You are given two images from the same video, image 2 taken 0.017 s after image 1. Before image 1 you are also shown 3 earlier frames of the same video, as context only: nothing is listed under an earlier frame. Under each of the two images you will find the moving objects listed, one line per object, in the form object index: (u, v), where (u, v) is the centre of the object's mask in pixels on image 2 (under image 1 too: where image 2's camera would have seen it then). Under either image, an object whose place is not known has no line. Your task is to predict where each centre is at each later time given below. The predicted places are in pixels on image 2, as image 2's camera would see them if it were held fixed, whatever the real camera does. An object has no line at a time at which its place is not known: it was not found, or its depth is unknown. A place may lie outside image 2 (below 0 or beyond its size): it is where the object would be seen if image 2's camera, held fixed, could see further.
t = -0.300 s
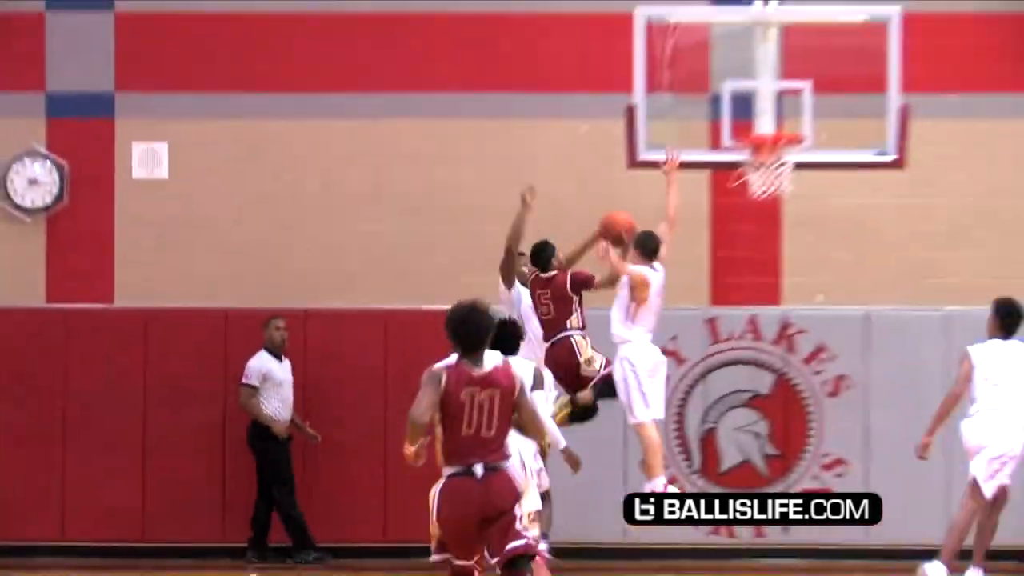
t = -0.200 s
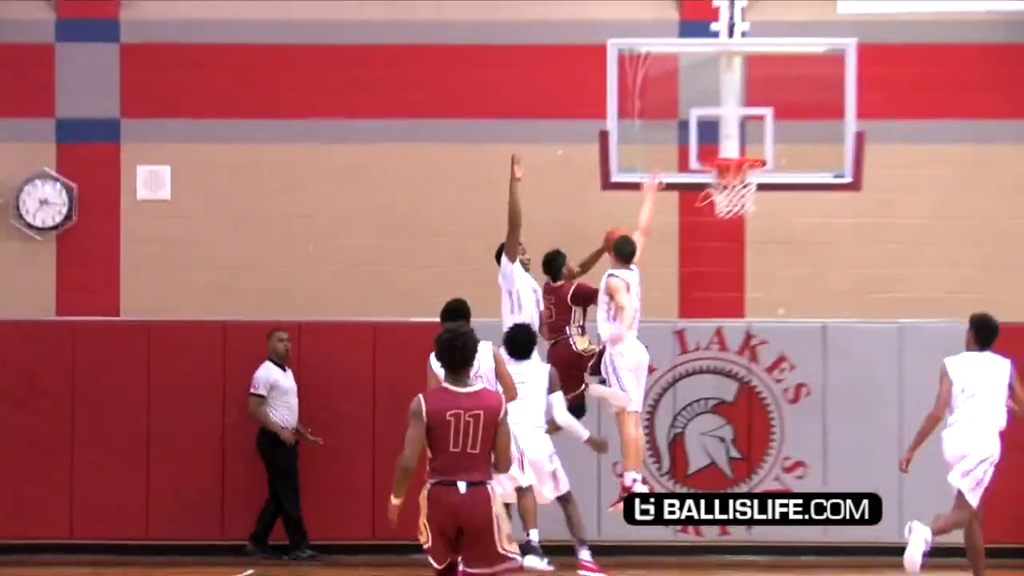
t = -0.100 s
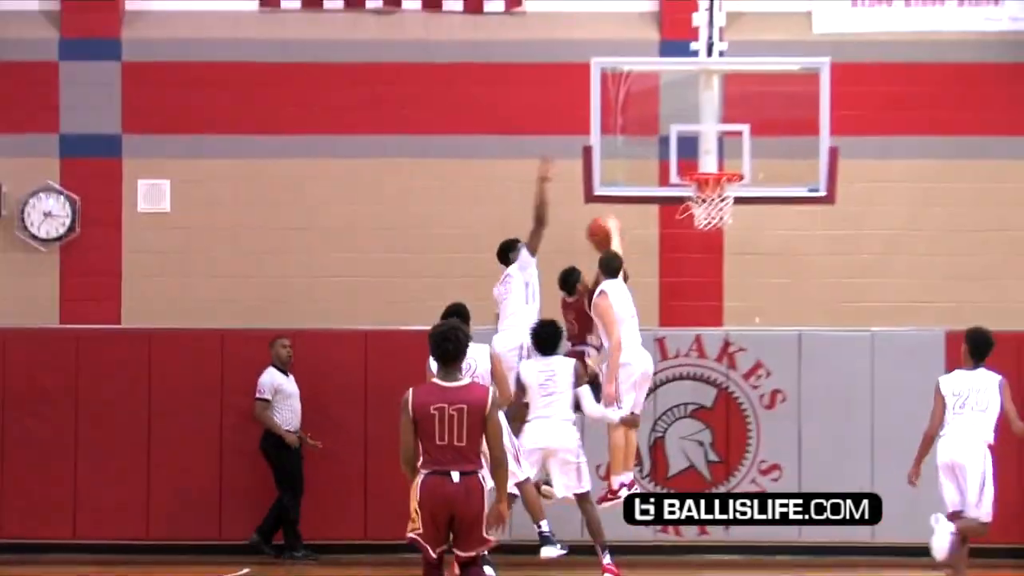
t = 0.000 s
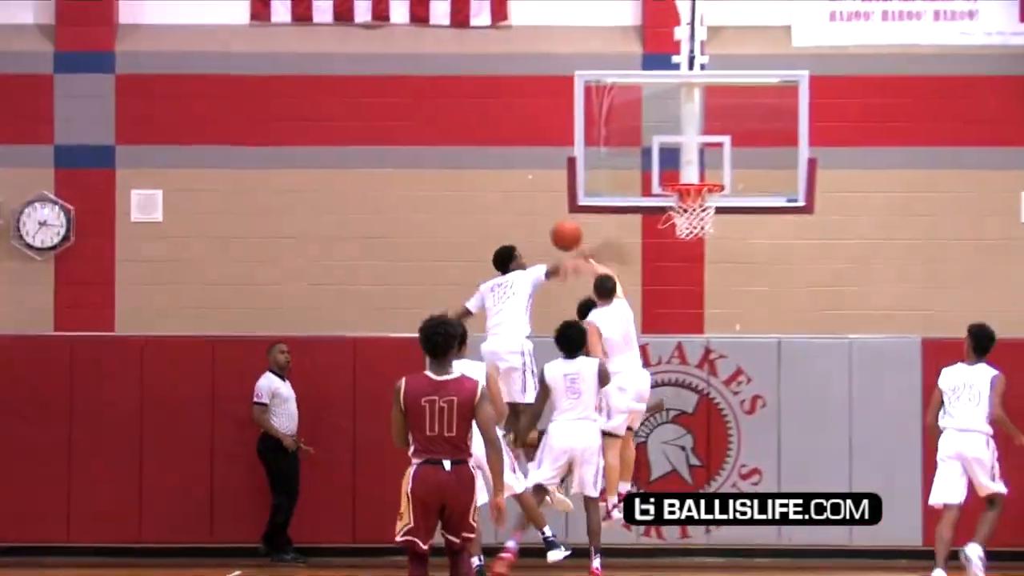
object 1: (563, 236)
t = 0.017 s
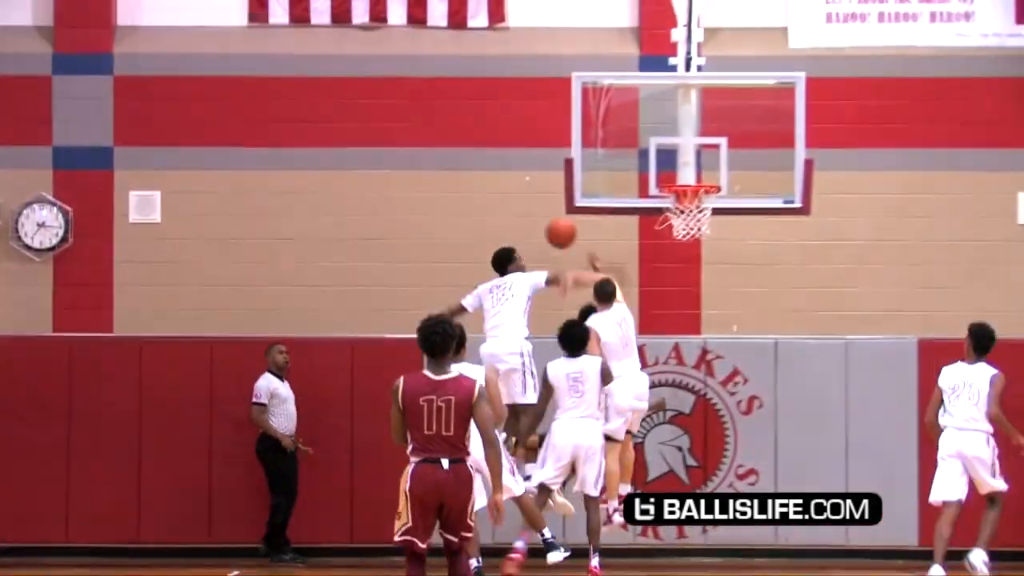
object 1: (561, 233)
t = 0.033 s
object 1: (558, 230)
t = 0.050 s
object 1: (556, 226)
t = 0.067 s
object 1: (553, 224)
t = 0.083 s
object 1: (551, 221)
